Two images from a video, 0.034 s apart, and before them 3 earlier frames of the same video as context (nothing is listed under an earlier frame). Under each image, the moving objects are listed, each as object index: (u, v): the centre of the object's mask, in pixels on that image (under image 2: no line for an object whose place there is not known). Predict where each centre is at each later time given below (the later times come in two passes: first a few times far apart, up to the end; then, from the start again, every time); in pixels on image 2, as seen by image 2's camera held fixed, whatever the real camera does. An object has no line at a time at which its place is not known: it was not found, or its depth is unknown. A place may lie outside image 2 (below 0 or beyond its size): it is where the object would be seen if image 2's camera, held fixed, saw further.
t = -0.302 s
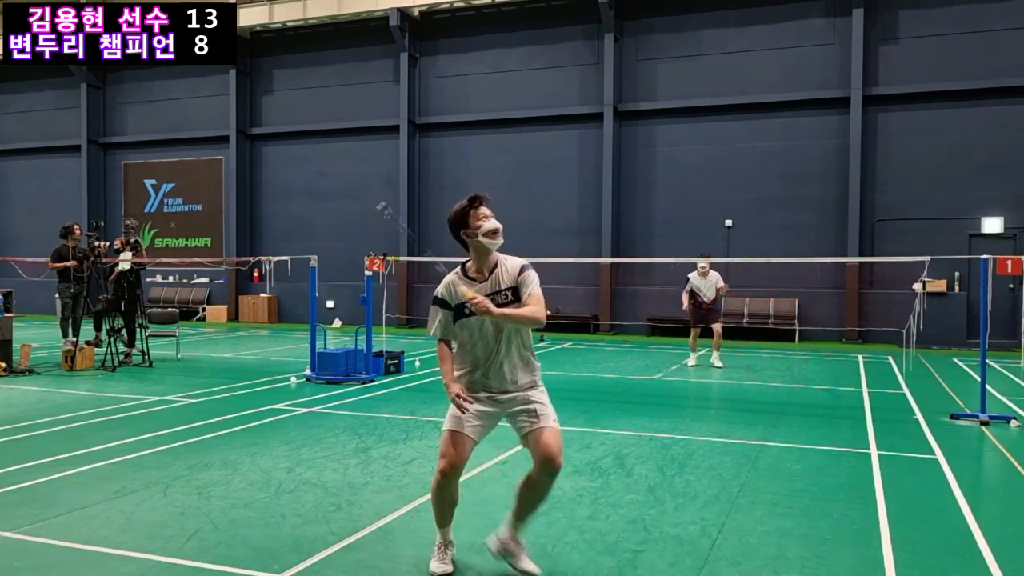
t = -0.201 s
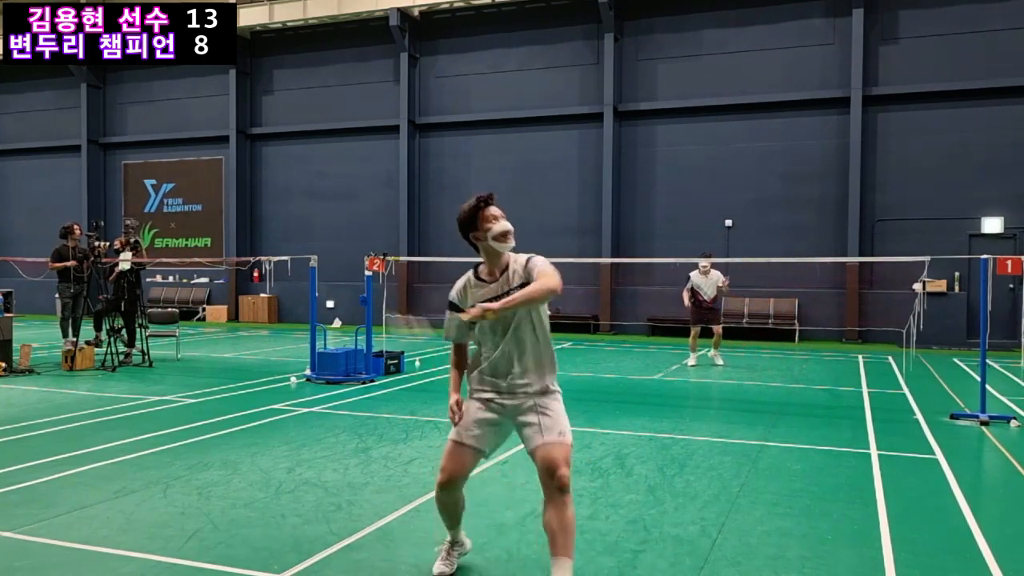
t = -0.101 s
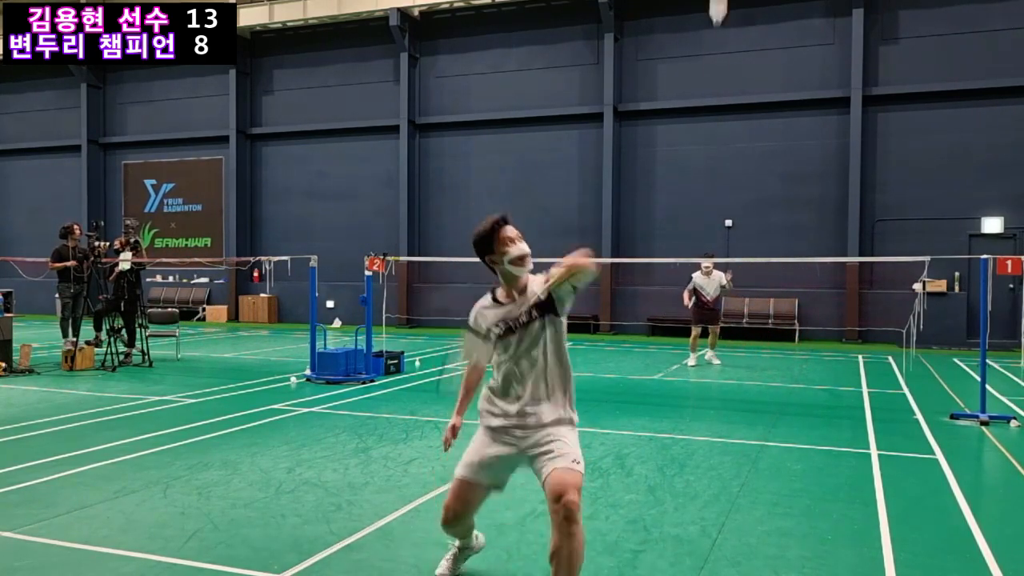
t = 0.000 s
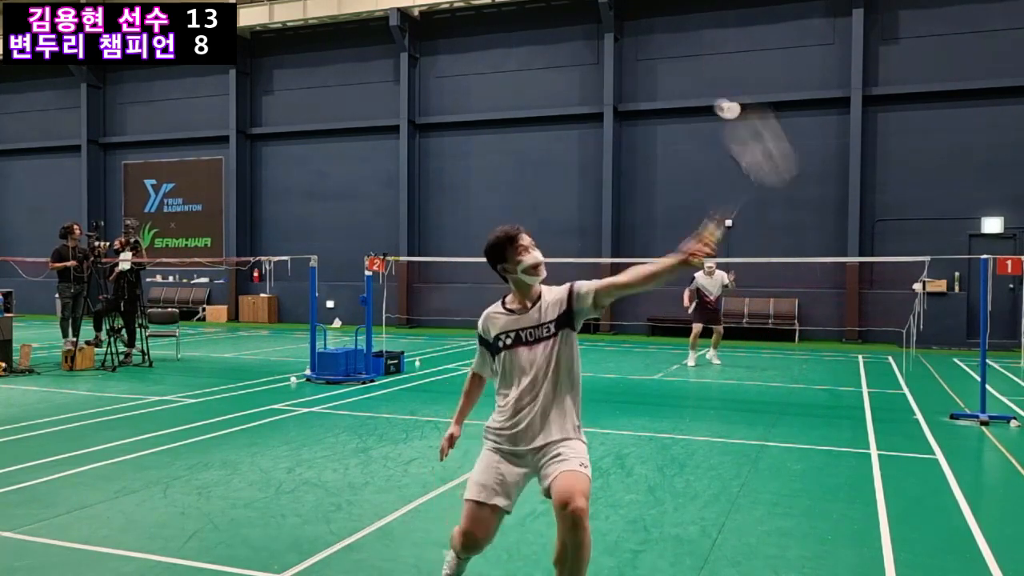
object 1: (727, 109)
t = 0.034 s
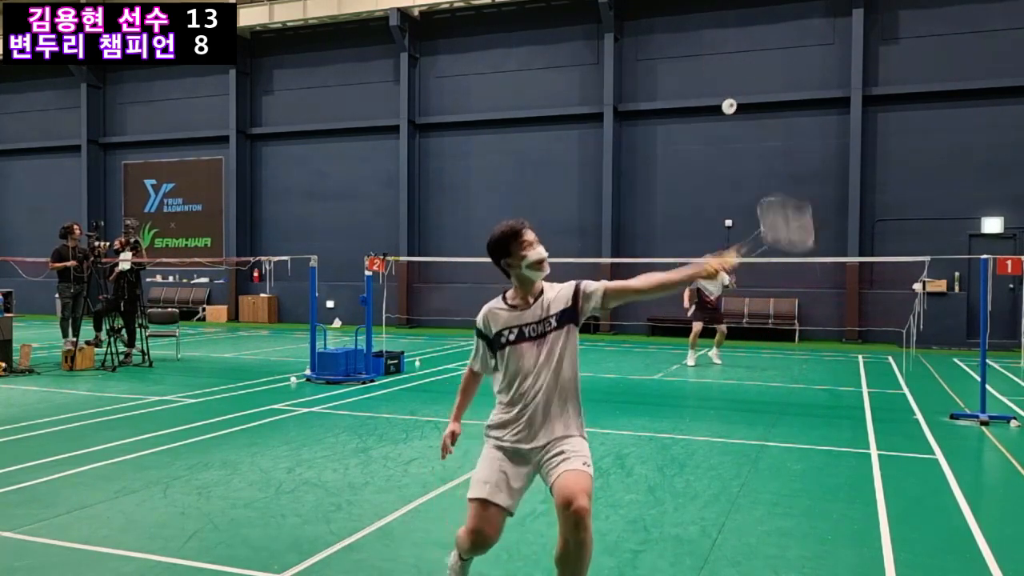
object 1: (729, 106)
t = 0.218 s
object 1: (751, 112)
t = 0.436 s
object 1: (761, 151)
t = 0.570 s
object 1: (765, 182)
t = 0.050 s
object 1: (732, 103)
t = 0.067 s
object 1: (736, 101)
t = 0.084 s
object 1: (739, 100)
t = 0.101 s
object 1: (742, 101)
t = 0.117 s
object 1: (744, 102)
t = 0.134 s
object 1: (745, 103)
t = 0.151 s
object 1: (747, 105)
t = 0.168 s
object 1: (748, 106)
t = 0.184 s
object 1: (749, 108)
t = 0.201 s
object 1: (750, 110)
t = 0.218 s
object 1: (751, 112)
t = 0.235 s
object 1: (752, 115)
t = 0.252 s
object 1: (753, 117)
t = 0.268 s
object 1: (754, 119)
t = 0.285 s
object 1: (755, 122)
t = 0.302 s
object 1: (756, 125)
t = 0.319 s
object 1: (757, 128)
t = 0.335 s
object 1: (757, 131)
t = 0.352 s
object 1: (758, 134)
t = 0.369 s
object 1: (758, 137)
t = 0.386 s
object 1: (759, 140)
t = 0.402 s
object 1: (760, 144)
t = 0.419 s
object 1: (761, 147)
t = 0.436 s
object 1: (761, 151)
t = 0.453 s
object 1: (761, 154)
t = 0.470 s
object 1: (762, 158)
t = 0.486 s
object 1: (763, 162)
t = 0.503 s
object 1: (763, 166)
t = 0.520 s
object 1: (764, 170)
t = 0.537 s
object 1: (764, 173)
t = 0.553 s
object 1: (765, 177)
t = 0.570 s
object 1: (765, 182)
